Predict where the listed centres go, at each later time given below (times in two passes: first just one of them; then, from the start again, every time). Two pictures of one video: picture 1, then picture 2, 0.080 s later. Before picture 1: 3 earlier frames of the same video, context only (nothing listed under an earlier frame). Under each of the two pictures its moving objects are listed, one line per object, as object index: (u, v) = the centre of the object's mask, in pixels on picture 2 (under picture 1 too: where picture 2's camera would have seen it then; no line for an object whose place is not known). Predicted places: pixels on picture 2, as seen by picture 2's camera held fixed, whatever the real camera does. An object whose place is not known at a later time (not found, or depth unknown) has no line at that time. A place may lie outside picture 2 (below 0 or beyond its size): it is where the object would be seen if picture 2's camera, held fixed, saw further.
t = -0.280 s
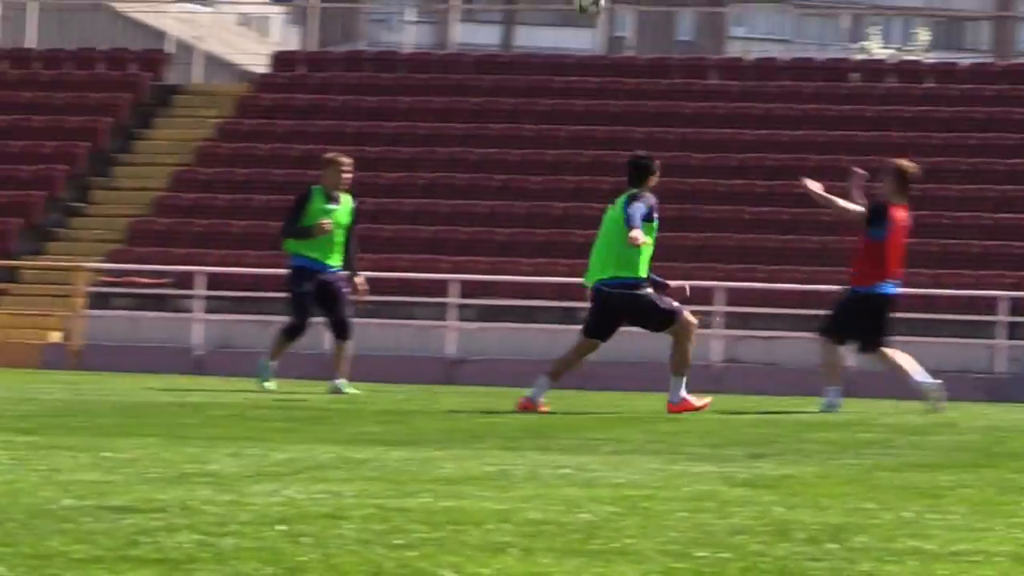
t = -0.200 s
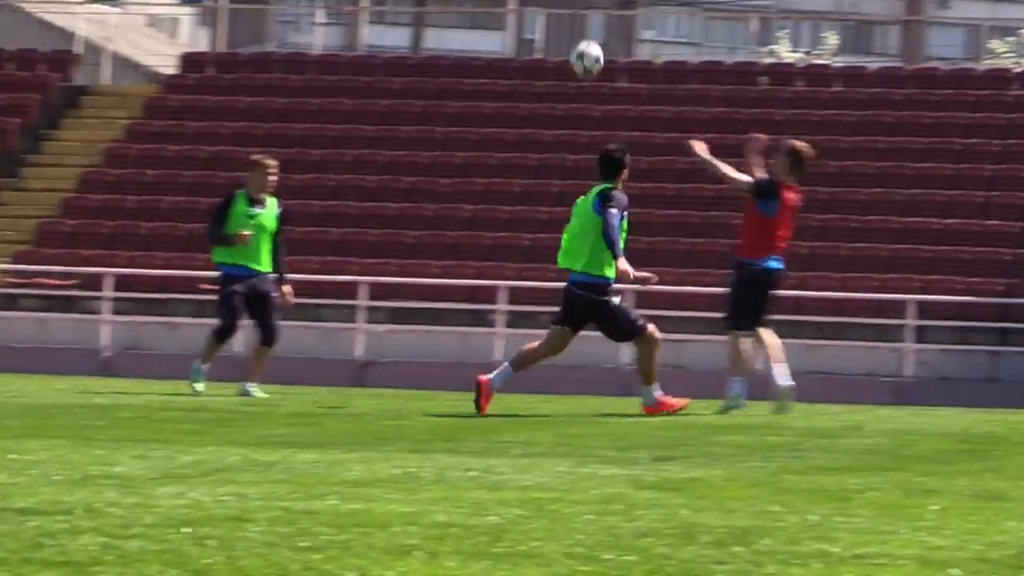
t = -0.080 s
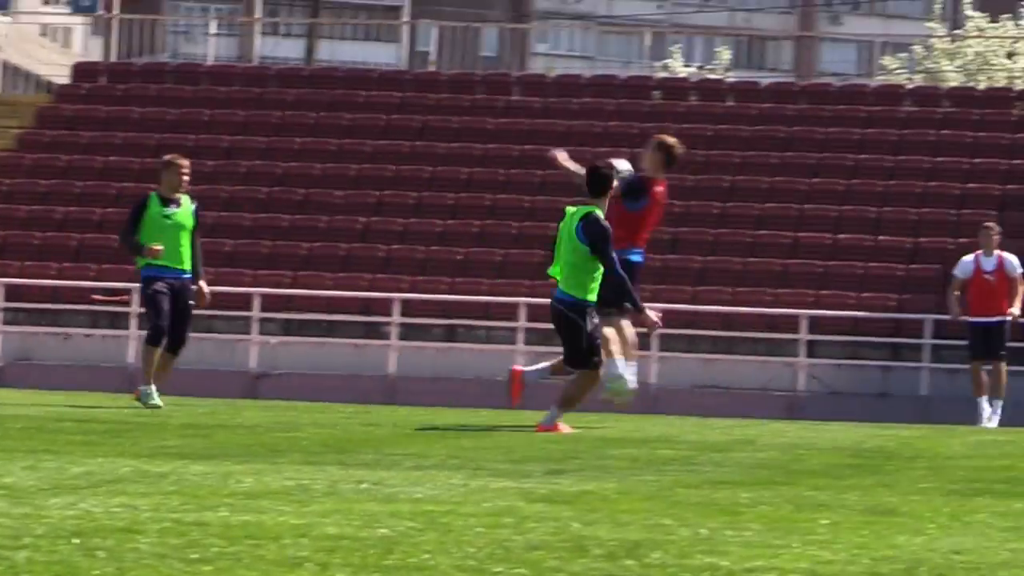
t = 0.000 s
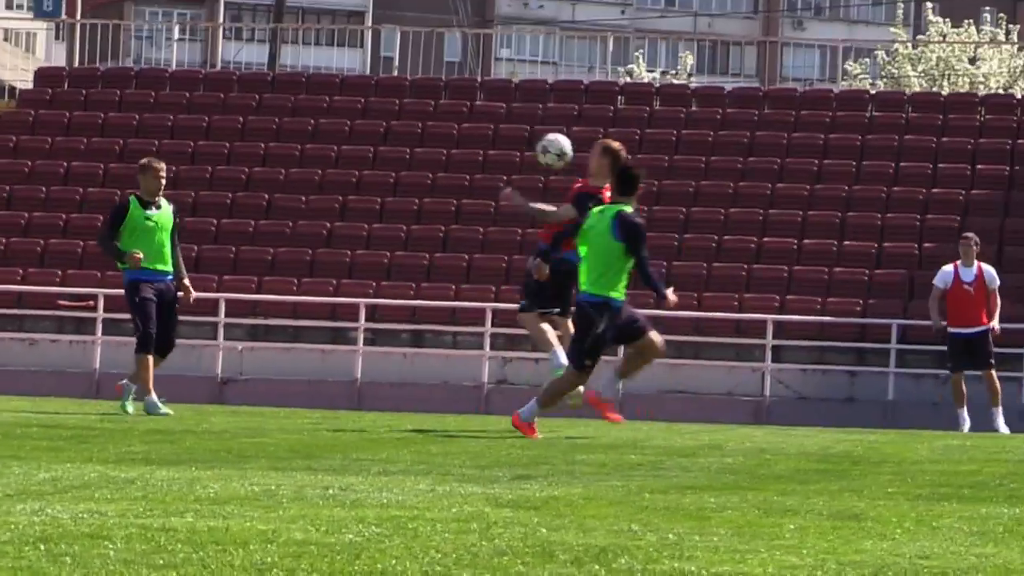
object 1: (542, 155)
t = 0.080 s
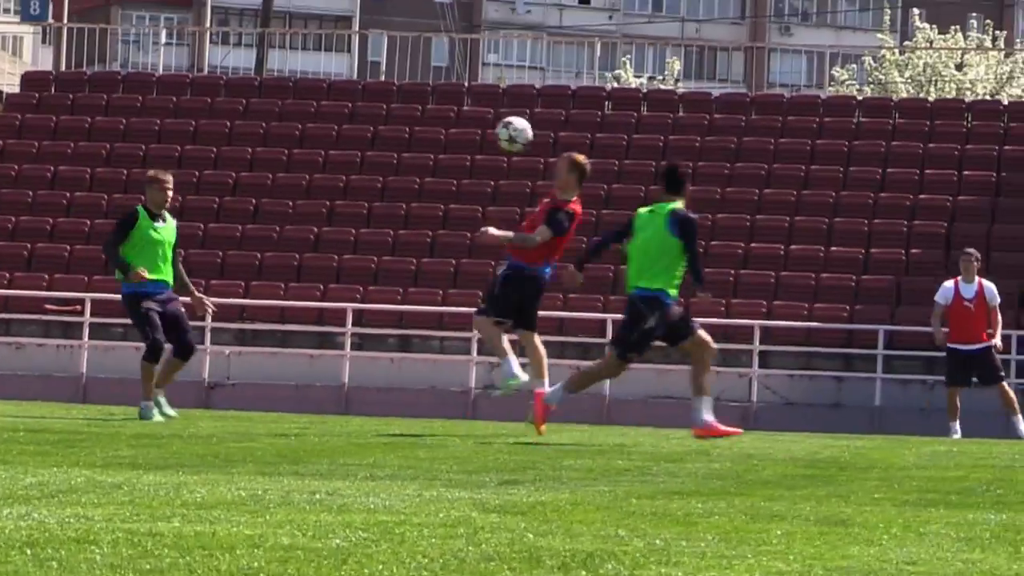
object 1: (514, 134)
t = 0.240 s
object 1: (459, 120)
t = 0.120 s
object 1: (500, 126)
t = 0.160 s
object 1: (486, 121)
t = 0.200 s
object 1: (473, 119)
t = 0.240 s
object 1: (459, 120)
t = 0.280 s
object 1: (445, 122)
